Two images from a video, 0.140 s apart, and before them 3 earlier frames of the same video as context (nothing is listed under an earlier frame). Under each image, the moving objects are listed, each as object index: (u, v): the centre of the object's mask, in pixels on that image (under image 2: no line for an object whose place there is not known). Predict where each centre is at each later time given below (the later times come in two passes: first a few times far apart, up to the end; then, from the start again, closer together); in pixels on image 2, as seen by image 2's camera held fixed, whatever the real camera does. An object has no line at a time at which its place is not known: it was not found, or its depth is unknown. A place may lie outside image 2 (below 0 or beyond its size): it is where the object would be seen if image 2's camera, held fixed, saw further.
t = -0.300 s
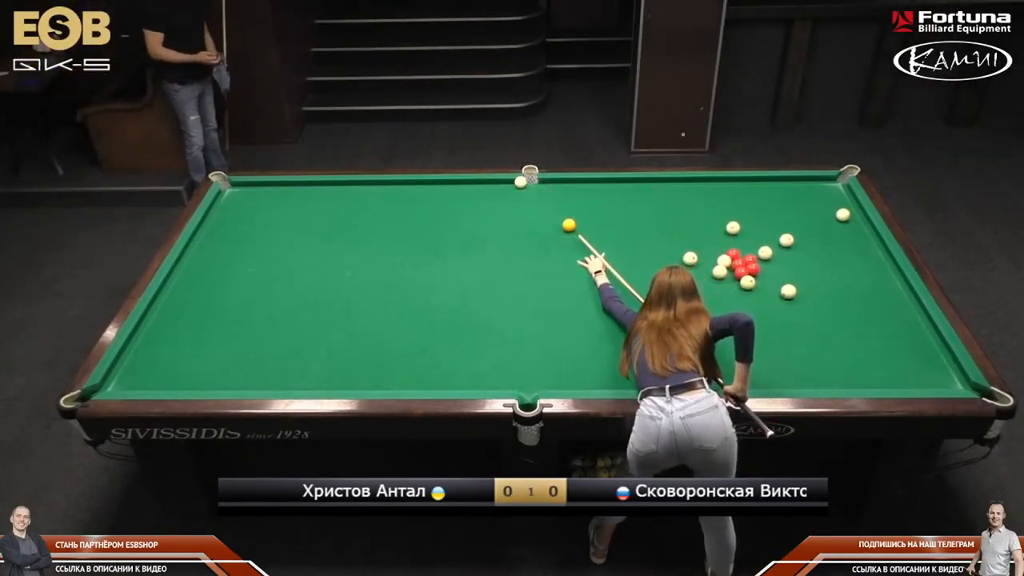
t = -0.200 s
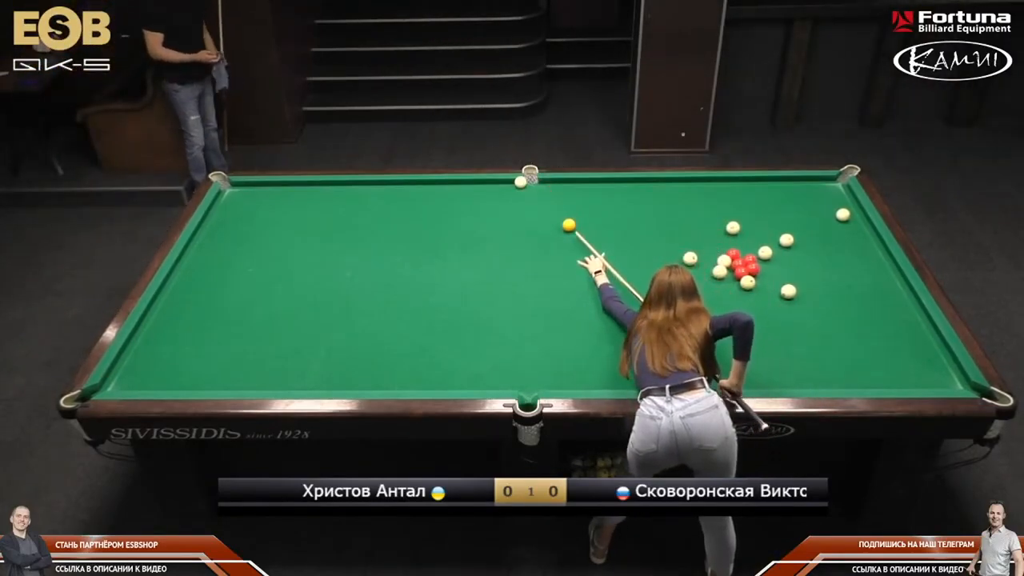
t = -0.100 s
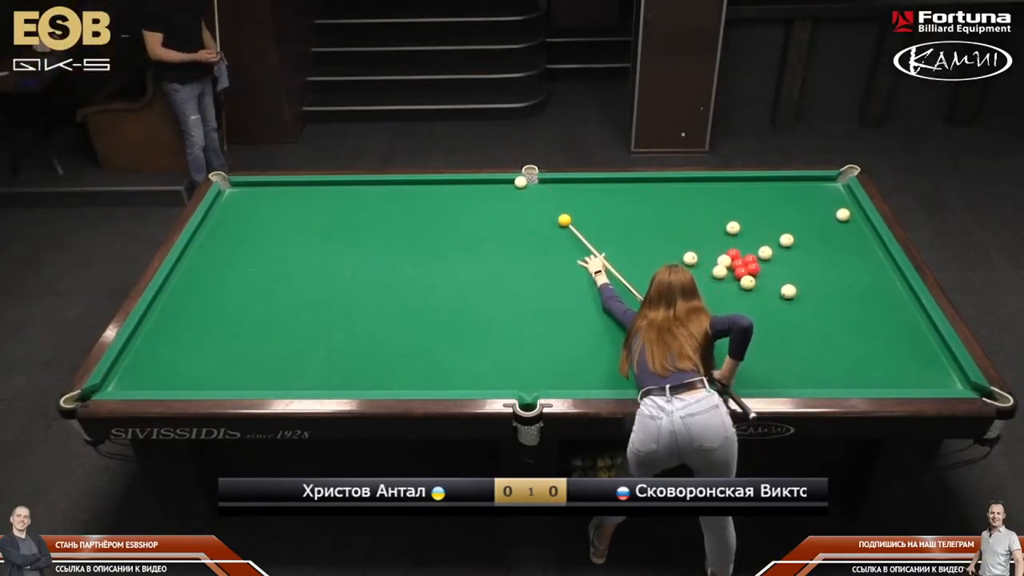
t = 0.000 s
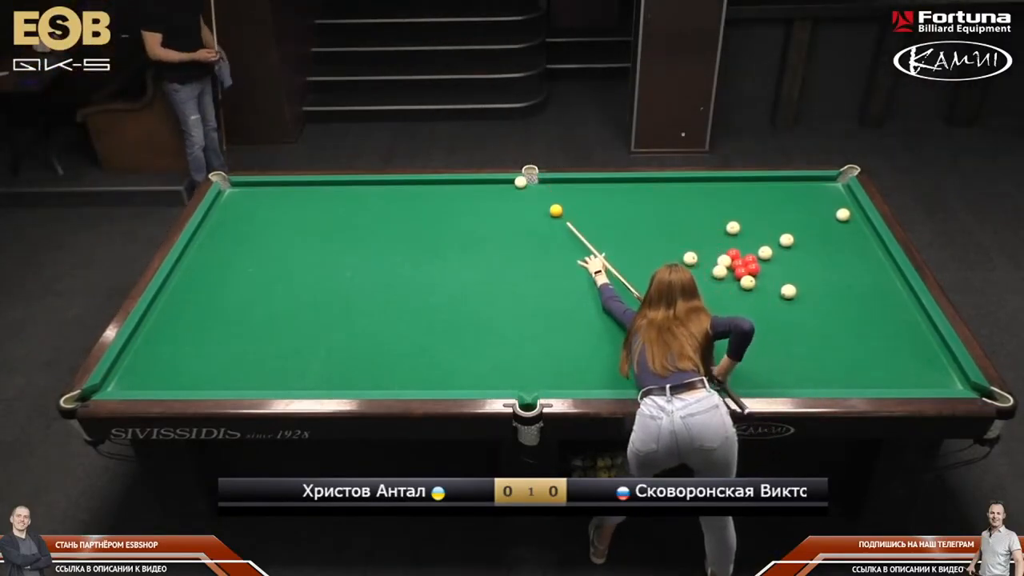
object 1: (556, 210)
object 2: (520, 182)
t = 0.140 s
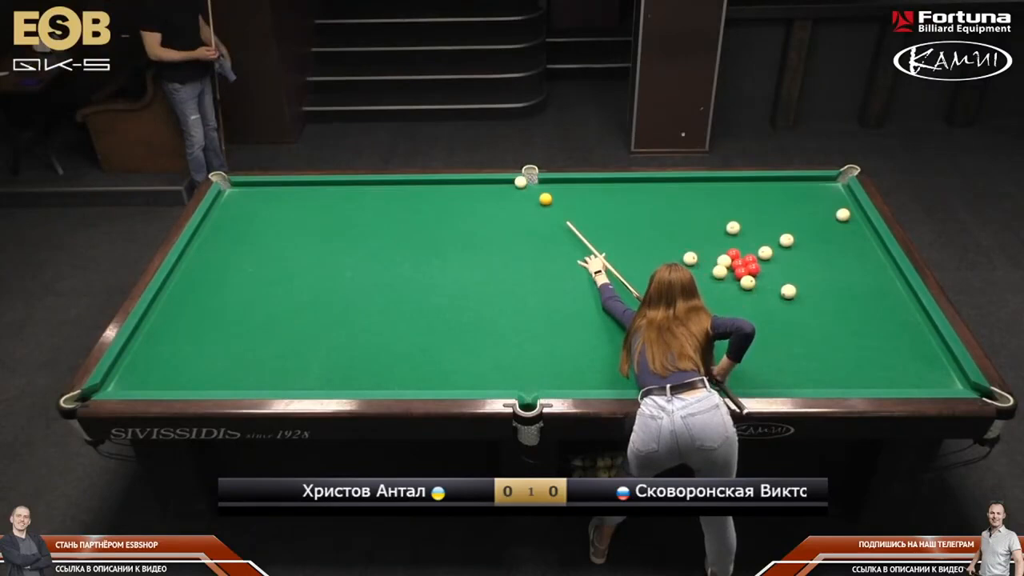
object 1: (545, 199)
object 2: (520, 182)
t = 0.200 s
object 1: (541, 194)
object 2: (520, 182)
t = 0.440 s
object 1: (530, 180)
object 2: (515, 183)
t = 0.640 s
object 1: (534, 182)
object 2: (506, 185)
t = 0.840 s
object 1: (540, 185)
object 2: (498, 188)
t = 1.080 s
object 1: (547, 188)
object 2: (489, 191)
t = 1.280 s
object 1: (552, 191)
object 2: (482, 193)
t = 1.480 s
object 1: (557, 193)
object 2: (475, 195)
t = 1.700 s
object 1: (563, 196)
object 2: (469, 197)
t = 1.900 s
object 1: (567, 198)
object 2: (463, 199)
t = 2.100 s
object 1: (571, 199)
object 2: (458, 201)
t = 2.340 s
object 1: (575, 202)
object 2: (452, 203)
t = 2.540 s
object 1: (578, 203)
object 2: (448, 204)
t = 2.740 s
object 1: (581, 204)
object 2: (445, 205)
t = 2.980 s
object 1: (583, 206)
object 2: (441, 207)
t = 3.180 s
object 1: (585, 207)
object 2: (439, 208)
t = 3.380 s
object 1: (587, 208)
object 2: (437, 209)
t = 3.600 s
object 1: (588, 208)
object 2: (435, 210)
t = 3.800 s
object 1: (588, 208)
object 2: (434, 210)
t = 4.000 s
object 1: (589, 209)
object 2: (433, 210)
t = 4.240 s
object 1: (588, 208)
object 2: (433, 210)
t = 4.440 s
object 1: (588, 208)
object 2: (433, 210)
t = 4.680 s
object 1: (588, 208)
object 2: (433, 210)
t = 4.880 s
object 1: (588, 208)
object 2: (433, 210)
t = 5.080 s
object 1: (588, 209)
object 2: (433, 210)
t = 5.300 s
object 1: (588, 208)
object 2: (433, 210)
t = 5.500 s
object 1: (588, 208)
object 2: (433, 210)
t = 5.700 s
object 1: (588, 208)
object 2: (433, 210)
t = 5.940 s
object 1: (588, 208)
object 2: (433, 210)
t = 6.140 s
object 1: (588, 208)
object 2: (433, 210)
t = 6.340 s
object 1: (588, 208)
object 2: (433, 210)
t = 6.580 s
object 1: (588, 208)
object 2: (433, 210)
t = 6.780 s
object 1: (588, 208)
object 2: (433, 210)
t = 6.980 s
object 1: (588, 208)
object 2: (433, 210)
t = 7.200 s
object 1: (588, 208)
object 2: (433, 210)
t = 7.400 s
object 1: (588, 208)
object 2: (433, 210)
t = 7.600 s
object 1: (588, 208)
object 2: (433, 210)
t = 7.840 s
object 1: (588, 208)
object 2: (433, 210)
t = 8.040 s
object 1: (588, 208)
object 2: (433, 210)
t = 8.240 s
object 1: (588, 208)
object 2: (433, 210)
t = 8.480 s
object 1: (588, 208)
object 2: (433, 210)
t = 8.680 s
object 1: (588, 208)
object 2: (433, 210)
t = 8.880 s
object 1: (588, 208)
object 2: (433, 210)
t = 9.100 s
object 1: (588, 208)
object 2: (433, 210)
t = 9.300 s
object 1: (588, 208)
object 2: (433, 210)
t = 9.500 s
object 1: (588, 208)
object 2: (433, 210)
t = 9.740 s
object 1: (588, 208)
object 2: (433, 210)
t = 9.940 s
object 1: (588, 208)
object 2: (433, 210)
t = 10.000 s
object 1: (588, 208)
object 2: (433, 210)
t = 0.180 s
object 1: (543, 196)
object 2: (520, 182)
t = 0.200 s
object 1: (541, 194)
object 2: (520, 182)
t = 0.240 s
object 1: (538, 191)
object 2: (520, 182)
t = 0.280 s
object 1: (536, 188)
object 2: (520, 181)
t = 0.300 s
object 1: (534, 187)
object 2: (520, 182)
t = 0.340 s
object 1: (532, 184)
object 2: (520, 182)
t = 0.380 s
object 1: (532, 181)
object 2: (518, 182)
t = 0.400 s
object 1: (533, 181)
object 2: (517, 183)
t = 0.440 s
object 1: (530, 180)
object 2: (515, 183)
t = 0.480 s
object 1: (529, 180)
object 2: (513, 183)
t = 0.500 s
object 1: (529, 180)
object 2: (512, 184)
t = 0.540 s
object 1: (531, 181)
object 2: (510, 185)
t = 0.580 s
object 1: (532, 181)
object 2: (509, 185)
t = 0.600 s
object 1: (532, 182)
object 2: (508, 185)
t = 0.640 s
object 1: (534, 182)
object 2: (506, 185)
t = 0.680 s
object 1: (535, 183)
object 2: (505, 186)
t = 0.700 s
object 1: (536, 183)
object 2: (504, 186)
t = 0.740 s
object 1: (537, 184)
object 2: (502, 187)
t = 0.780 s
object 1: (538, 184)
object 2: (500, 187)
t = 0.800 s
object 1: (539, 184)
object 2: (500, 188)
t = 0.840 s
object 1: (540, 185)
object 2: (498, 188)
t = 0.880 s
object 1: (541, 186)
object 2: (497, 189)
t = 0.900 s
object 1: (542, 186)
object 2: (496, 189)
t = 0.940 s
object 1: (543, 186)
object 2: (494, 189)
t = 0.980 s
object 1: (544, 187)
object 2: (493, 190)
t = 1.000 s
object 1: (545, 187)
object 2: (492, 190)
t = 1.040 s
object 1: (546, 187)
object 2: (490, 190)
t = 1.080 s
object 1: (547, 188)
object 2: (489, 191)
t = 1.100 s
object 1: (547, 188)
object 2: (488, 191)
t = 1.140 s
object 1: (549, 189)
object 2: (487, 192)
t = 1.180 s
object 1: (550, 189)
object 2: (486, 192)
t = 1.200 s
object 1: (550, 190)
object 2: (485, 192)
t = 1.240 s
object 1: (551, 190)
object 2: (483, 193)
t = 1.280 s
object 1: (552, 191)
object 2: (482, 193)
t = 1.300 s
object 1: (553, 191)
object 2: (481, 193)
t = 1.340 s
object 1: (554, 191)
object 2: (480, 194)
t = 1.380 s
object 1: (555, 192)
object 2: (479, 194)
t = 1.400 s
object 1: (555, 192)
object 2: (478, 194)
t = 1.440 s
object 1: (556, 193)
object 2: (477, 195)
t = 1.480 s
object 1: (557, 193)
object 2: (475, 195)
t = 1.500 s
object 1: (558, 194)
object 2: (475, 195)
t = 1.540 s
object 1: (559, 194)
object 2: (474, 196)
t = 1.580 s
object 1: (560, 195)
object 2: (472, 196)
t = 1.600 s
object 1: (560, 195)
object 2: (472, 196)
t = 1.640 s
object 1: (561, 195)
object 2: (470, 197)
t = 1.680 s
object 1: (562, 195)
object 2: (469, 197)
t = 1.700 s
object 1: (563, 196)
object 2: (469, 197)
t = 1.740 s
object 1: (563, 196)
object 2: (468, 198)
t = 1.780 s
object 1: (564, 197)
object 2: (466, 198)
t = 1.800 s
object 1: (565, 197)
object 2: (466, 198)
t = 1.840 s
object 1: (566, 197)
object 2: (465, 199)
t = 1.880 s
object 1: (567, 198)
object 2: (464, 199)
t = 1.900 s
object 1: (567, 198)
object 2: (463, 199)
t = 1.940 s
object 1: (568, 198)
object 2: (462, 200)
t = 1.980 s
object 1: (569, 199)
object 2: (461, 200)
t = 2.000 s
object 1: (569, 199)
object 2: (460, 200)
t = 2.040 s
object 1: (570, 199)
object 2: (459, 200)
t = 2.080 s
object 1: (571, 199)
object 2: (458, 201)
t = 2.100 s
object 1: (571, 199)
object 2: (458, 201)
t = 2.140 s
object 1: (572, 200)
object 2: (457, 201)
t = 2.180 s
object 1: (573, 200)
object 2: (456, 202)
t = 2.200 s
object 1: (573, 200)
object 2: (456, 202)
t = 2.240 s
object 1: (574, 201)
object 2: (454, 202)
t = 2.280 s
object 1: (574, 201)
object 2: (454, 202)
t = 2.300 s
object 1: (575, 201)
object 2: (453, 203)
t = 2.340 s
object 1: (575, 202)
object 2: (452, 203)
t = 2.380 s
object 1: (576, 202)
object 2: (451, 203)
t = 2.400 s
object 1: (576, 202)
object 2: (451, 203)
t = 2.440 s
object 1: (577, 202)
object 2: (450, 204)
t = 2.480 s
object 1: (578, 203)
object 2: (449, 204)
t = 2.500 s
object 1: (578, 203)
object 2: (449, 204)
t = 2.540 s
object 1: (578, 203)
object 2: (448, 204)
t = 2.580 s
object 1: (579, 203)
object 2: (448, 204)
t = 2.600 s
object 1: (579, 203)
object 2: (447, 204)
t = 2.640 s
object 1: (580, 204)
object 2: (446, 205)
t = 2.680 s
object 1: (580, 204)
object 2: (446, 205)
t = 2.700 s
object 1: (580, 204)
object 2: (445, 205)
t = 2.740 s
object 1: (581, 204)
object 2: (445, 205)
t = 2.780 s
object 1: (581, 205)
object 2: (444, 206)
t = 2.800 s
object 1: (581, 205)
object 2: (444, 206)
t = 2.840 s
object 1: (582, 205)
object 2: (443, 206)
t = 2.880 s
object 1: (583, 205)
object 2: (442, 206)
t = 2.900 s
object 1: (583, 205)
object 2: (442, 206)
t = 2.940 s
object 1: (583, 205)
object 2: (442, 207)
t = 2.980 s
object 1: (583, 206)
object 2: (441, 207)
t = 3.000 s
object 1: (584, 206)
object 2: (441, 207)
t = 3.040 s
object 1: (584, 206)
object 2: (441, 207)
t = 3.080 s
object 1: (584, 206)
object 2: (440, 207)
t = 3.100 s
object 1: (585, 206)
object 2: (440, 208)
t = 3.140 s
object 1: (585, 207)
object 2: (439, 208)
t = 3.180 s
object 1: (585, 207)
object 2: (439, 208)
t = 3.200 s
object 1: (585, 207)
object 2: (439, 208)
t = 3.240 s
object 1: (586, 207)
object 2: (438, 208)
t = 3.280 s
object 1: (586, 207)
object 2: (438, 209)
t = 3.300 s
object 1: (586, 207)
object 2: (437, 209)
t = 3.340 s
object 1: (586, 207)
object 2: (437, 209)
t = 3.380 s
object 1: (587, 208)
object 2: (437, 209)
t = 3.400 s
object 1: (587, 208)
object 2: (437, 209)
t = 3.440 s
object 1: (587, 208)
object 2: (436, 209)
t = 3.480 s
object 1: (587, 207)
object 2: (436, 209)
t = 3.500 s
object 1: (587, 207)
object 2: (436, 209)
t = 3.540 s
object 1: (588, 208)
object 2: (435, 209)
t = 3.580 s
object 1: (588, 208)
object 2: (435, 210)
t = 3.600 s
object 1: (588, 208)
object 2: (435, 210)
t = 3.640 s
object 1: (588, 208)
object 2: (435, 210)
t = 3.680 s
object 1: (588, 208)
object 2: (435, 210)
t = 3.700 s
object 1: (588, 208)
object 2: (434, 210)
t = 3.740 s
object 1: (588, 208)
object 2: (434, 210)
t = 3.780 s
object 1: (588, 208)
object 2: (434, 210)
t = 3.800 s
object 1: (588, 208)
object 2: (434, 210)
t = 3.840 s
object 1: (588, 208)
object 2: (434, 210)
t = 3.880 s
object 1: (589, 208)
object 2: (434, 210)
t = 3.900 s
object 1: (588, 209)
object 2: (434, 210)
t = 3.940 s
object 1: (588, 209)
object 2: (433, 210)
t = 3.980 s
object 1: (589, 209)
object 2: (433, 210)
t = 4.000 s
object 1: (589, 209)
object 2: (433, 210)
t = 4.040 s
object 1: (588, 209)
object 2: (433, 210)
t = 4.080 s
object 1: (589, 208)
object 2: (433, 210)
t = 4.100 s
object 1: (589, 208)
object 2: (433, 210)
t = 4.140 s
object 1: (589, 208)
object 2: (433, 210)
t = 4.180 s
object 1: (589, 209)
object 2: (433, 210)
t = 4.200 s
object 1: (588, 209)
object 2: (433, 210)
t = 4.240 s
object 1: (588, 208)
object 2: (433, 210)
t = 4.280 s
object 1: (589, 208)
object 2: (433, 210)
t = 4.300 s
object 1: (589, 208)
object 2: (433, 210)
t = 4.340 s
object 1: (589, 208)
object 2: (433, 210)
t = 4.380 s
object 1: (588, 209)
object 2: (433, 210)
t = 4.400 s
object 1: (589, 208)
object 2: (433, 210)
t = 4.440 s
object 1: (588, 208)
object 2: (433, 210)
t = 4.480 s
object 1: (588, 208)
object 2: (433, 210)
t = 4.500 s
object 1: (588, 208)
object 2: (433, 210)
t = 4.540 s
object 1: (588, 208)
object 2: (433, 210)
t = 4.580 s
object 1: (588, 208)
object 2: (433, 210)
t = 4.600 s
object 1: (588, 208)
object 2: (433, 210)
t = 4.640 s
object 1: (588, 208)
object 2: (433, 210)
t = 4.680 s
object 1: (588, 208)
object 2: (433, 210)
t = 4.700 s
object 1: (588, 208)
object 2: (433, 210)
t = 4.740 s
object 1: (588, 208)
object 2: (433, 210)
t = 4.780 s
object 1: (588, 208)
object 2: (433, 210)
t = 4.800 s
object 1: (589, 208)
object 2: (433, 210)
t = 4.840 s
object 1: (588, 208)
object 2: (433, 210)
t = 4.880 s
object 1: (588, 208)
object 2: (433, 210)
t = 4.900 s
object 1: (588, 208)
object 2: (433, 210)
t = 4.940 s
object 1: (588, 208)
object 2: (433, 210)
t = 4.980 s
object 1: (588, 208)
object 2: (433, 210)
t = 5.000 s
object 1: (588, 208)
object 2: (433, 210)
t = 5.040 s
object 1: (588, 209)
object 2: (433, 210)
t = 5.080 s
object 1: (588, 209)
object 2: (433, 210)
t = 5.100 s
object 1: (588, 209)
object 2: (433, 210)
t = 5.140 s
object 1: (588, 209)
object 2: (433, 210)
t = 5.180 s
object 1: (588, 209)
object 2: (433, 210)
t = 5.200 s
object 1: (588, 208)
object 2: (433, 210)
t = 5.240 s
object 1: (588, 208)
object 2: (433, 210)
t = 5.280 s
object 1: (588, 208)
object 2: (433, 210)
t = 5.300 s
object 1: (588, 208)
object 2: (433, 210)
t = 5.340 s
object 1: (588, 208)
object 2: (433, 210)
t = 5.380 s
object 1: (588, 208)
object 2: (433, 210)
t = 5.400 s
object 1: (588, 208)
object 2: (433, 210)
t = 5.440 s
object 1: (588, 208)
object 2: (433, 210)
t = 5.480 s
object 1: (588, 208)
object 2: (433, 210)
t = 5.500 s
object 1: (588, 208)
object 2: (433, 210)
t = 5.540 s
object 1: (588, 208)
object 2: (433, 210)
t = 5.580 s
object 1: (588, 208)
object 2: (433, 210)
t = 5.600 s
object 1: (588, 208)
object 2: (433, 210)
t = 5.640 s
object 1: (588, 208)
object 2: (433, 210)
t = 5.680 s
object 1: (588, 208)
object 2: (433, 210)
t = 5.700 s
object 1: (588, 208)
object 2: (433, 210)
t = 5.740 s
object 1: (588, 208)
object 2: (433, 210)
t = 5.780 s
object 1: (588, 208)
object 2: (433, 210)
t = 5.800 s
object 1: (588, 208)
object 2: (433, 210)
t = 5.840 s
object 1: (588, 208)
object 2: (433, 210)
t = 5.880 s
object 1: (588, 208)
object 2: (433, 210)
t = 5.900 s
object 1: (588, 208)
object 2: (433, 210)
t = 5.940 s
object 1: (588, 208)
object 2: (433, 210)
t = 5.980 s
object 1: (588, 208)
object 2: (433, 210)
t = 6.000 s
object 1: (588, 208)
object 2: (433, 210)
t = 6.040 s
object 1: (588, 208)
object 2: (433, 210)
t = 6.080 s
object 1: (588, 208)
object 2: (433, 210)
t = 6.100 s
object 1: (588, 208)
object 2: (433, 210)
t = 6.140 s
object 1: (588, 208)
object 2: (433, 210)
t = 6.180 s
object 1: (588, 208)
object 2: (433, 210)
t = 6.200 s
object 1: (588, 208)
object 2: (433, 210)
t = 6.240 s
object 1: (588, 208)
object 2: (433, 210)
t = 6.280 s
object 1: (588, 208)
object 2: (433, 210)
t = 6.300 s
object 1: (588, 208)
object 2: (433, 210)
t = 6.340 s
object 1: (588, 208)
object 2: (433, 210)
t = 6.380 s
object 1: (588, 208)
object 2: (433, 210)
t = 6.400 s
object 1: (588, 208)
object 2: (433, 210)
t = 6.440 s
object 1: (588, 208)
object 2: (433, 210)
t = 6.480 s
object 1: (588, 208)
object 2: (433, 210)
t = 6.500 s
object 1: (588, 208)
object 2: (433, 210)
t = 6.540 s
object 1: (588, 208)
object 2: (433, 210)
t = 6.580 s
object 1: (588, 208)
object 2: (433, 210)
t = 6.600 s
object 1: (588, 208)
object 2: (433, 210)
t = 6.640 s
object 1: (588, 208)
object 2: (433, 210)
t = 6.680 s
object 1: (588, 208)
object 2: (433, 210)
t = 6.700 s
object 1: (588, 208)
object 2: (433, 210)
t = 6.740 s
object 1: (588, 208)
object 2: (433, 210)
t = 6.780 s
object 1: (588, 208)
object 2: (433, 210)
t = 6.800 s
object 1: (588, 208)
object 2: (433, 210)
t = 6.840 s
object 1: (588, 208)
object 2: (433, 210)
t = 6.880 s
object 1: (588, 208)
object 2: (433, 210)
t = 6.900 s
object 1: (588, 208)
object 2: (433, 210)
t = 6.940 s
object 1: (588, 208)
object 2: (433, 210)
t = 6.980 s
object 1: (588, 208)
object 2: (433, 210)
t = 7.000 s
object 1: (588, 208)
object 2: (433, 210)
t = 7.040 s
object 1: (588, 208)
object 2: (433, 210)
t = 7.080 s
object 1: (588, 208)
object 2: (433, 210)
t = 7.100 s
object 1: (588, 208)
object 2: (433, 210)
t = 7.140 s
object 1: (588, 208)
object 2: (433, 210)
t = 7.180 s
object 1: (588, 208)
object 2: (433, 210)
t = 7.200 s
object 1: (588, 208)
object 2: (433, 210)
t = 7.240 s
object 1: (588, 208)
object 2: (433, 210)
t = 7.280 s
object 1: (588, 208)
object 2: (433, 210)
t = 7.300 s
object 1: (588, 208)
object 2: (433, 210)
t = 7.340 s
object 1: (588, 208)
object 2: (433, 210)
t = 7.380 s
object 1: (588, 208)
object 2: (433, 210)
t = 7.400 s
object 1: (588, 208)
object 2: (433, 210)
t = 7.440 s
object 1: (588, 208)
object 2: (433, 210)
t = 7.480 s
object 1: (588, 208)
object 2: (433, 210)
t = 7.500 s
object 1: (588, 208)
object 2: (433, 210)
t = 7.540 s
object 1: (588, 208)
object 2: (433, 210)
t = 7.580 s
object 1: (588, 208)
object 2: (433, 210)
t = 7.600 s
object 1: (588, 208)
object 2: (433, 210)
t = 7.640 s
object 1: (588, 208)
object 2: (433, 210)
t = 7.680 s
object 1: (588, 208)
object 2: (433, 210)
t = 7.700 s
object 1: (588, 208)
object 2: (433, 210)
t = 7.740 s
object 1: (588, 208)
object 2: (433, 210)
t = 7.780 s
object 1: (588, 208)
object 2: (433, 210)
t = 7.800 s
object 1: (588, 208)
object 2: (433, 210)
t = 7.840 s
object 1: (588, 208)
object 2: (433, 210)
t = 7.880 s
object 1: (588, 208)
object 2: (433, 210)
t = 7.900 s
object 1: (588, 208)
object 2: (433, 210)
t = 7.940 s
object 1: (588, 208)
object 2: (433, 210)
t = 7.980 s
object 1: (588, 208)
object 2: (433, 210)
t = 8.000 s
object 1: (588, 208)
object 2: (433, 210)
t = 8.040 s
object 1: (588, 208)
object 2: (433, 210)
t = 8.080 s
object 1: (588, 208)
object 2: (433, 210)
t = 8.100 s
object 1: (588, 208)
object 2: (433, 210)
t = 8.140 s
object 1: (588, 208)
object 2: (433, 210)
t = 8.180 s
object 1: (588, 208)
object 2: (433, 210)
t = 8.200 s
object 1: (588, 208)
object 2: (433, 210)
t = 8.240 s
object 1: (588, 208)
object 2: (433, 210)
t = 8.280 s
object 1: (588, 208)
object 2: (433, 210)
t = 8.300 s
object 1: (588, 208)
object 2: (433, 210)
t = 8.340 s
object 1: (588, 208)
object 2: (433, 210)
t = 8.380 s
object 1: (588, 208)
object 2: (433, 210)
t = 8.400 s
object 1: (588, 208)
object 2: (433, 210)
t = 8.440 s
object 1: (588, 208)
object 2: (433, 210)
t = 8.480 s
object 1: (588, 208)
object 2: (433, 210)
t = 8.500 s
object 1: (588, 208)
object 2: (433, 210)
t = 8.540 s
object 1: (588, 208)
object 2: (433, 210)
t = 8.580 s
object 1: (588, 208)
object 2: (433, 210)
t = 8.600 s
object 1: (588, 208)
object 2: (433, 210)
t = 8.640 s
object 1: (588, 208)
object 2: (433, 210)
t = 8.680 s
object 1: (588, 208)
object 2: (433, 210)
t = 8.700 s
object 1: (588, 208)
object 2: (433, 210)
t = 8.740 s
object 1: (588, 208)
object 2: (433, 210)
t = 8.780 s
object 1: (588, 208)
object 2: (433, 210)
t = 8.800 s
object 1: (588, 208)
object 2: (433, 210)
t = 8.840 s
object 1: (588, 208)
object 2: (433, 210)
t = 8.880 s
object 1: (588, 208)
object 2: (433, 210)
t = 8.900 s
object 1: (588, 208)
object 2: (433, 210)
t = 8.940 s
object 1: (588, 208)
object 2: (433, 210)
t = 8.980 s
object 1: (588, 208)
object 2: (433, 210)
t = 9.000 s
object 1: (588, 208)
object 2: (433, 210)
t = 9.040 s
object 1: (588, 208)
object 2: (433, 210)
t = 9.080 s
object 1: (588, 208)
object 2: (433, 210)
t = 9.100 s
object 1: (588, 208)
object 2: (433, 210)
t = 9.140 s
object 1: (588, 208)
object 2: (433, 210)
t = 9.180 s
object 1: (588, 208)
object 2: (433, 210)
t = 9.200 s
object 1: (588, 208)
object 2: (433, 210)
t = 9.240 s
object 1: (588, 208)
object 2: (433, 210)
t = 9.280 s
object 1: (588, 208)
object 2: (433, 210)
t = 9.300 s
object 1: (588, 208)
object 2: (433, 210)
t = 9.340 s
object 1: (588, 208)
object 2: (433, 210)
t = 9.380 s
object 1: (588, 208)
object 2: (433, 210)
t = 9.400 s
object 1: (588, 208)
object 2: (433, 210)
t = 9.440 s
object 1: (588, 208)
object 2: (433, 210)
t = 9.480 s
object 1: (588, 208)
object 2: (433, 210)
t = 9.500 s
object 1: (588, 208)
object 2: (433, 210)
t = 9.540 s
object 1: (588, 208)
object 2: (433, 210)
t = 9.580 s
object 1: (588, 208)
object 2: (433, 210)
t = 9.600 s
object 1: (588, 208)
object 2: (433, 210)
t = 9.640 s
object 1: (588, 208)
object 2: (433, 210)
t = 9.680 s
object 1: (588, 208)
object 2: (433, 210)
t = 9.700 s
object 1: (588, 208)
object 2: (433, 210)
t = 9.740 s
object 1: (588, 208)
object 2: (433, 210)
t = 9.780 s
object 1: (588, 208)
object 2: (433, 210)
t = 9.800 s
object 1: (588, 208)
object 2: (433, 210)
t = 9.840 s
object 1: (588, 208)
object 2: (433, 210)
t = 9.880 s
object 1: (588, 208)
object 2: (433, 210)
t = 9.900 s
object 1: (588, 208)
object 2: (433, 210)
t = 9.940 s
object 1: (588, 208)
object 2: (433, 210)
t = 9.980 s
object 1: (588, 208)
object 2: (433, 210)
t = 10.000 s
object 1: (588, 208)
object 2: (433, 210)
